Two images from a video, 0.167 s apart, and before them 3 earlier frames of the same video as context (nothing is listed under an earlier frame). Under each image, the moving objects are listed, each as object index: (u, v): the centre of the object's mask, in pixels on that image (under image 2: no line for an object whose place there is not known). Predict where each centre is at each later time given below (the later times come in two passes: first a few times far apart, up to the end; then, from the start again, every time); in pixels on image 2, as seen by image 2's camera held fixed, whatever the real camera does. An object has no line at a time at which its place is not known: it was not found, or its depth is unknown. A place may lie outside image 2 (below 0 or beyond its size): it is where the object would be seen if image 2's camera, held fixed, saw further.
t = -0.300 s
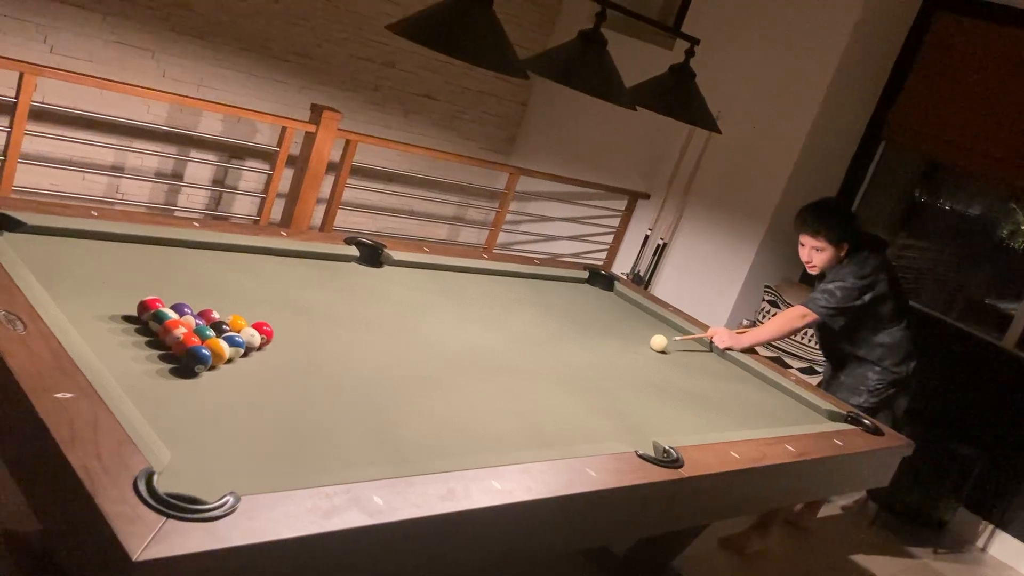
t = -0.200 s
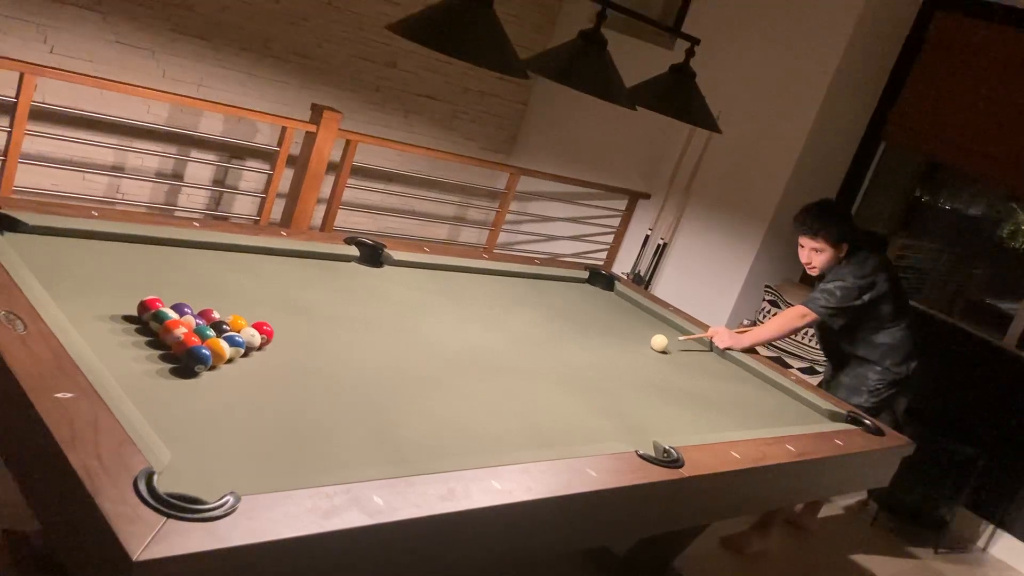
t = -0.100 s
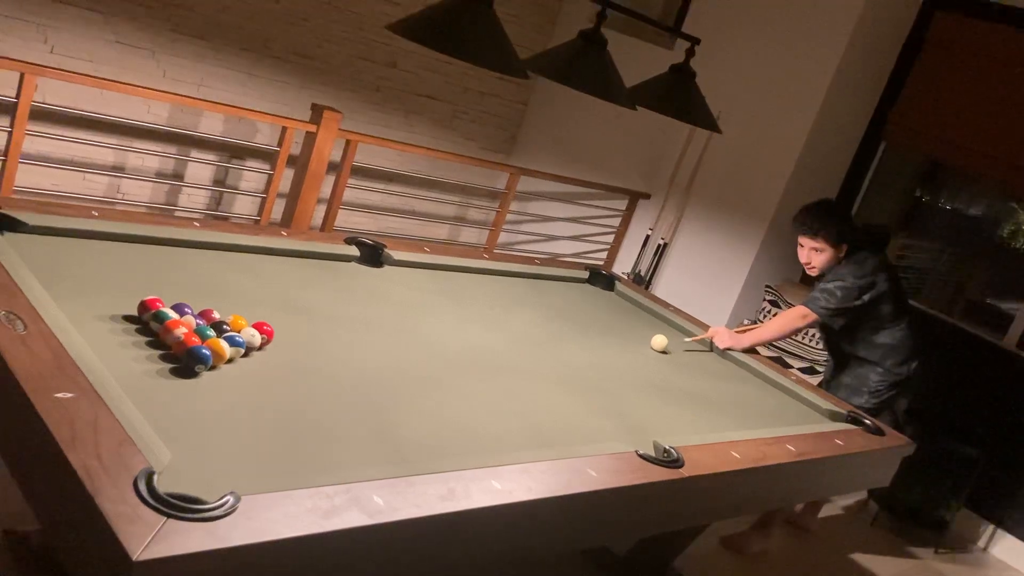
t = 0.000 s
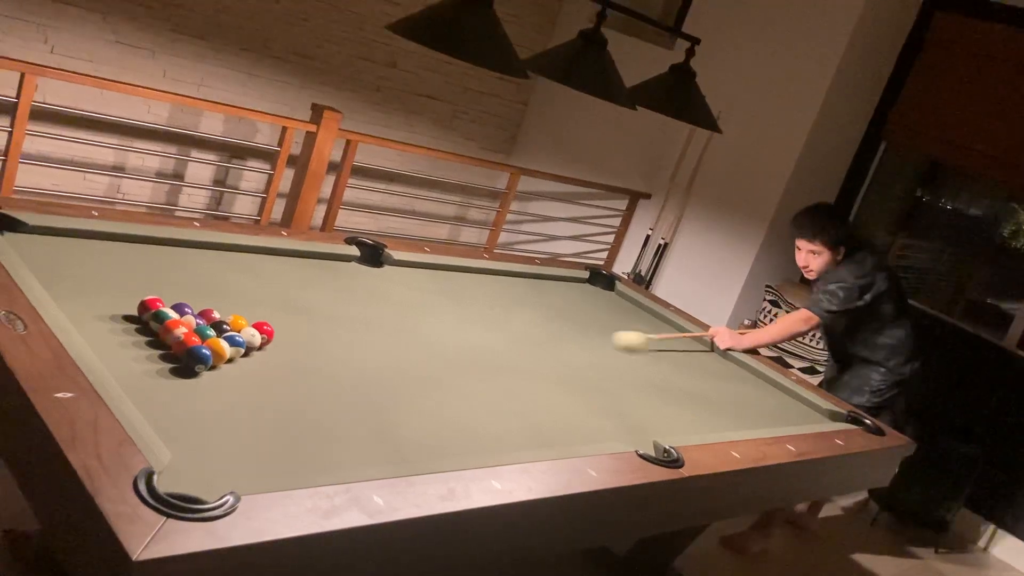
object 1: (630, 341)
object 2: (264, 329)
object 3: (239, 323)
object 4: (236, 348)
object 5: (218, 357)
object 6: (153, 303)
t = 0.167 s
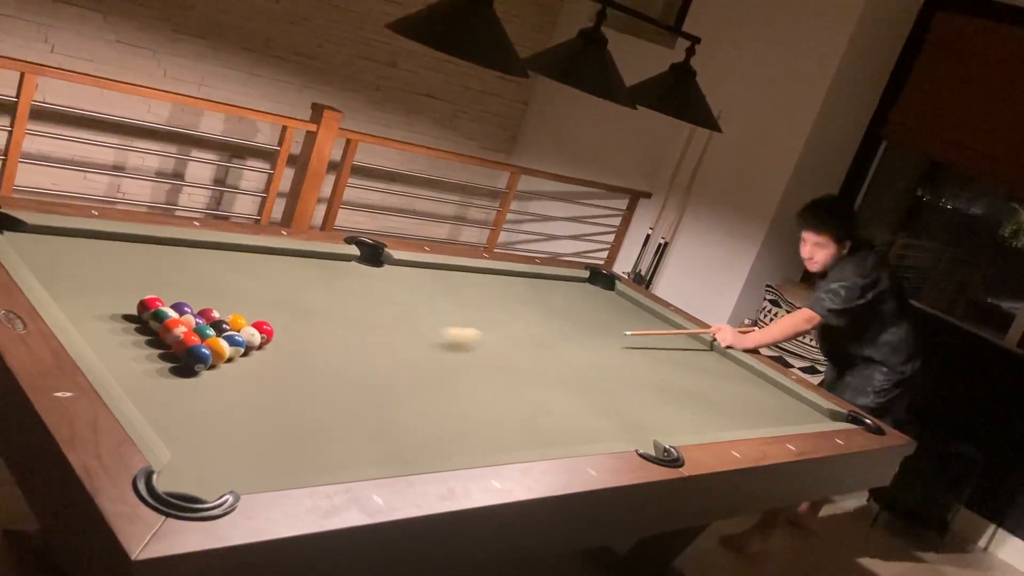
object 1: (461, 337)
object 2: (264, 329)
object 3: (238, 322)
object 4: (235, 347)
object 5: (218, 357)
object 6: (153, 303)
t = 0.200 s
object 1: (420, 336)
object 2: (264, 329)
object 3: (238, 322)
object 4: (235, 347)
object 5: (218, 357)
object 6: (153, 303)
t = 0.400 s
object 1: (310, 349)
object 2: (265, 328)
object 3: (234, 322)
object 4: (220, 354)
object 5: (244, 373)
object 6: (67, 283)
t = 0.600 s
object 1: (336, 371)
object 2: (272, 320)
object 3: (230, 320)
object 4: (231, 361)
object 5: (294, 398)
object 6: (169, 267)
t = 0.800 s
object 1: (339, 390)
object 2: (277, 316)
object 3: (223, 317)
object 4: (230, 359)
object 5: (344, 425)
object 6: (237, 257)
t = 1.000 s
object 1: (339, 409)
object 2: (282, 309)
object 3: (219, 316)
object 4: (237, 355)
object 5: (394, 451)
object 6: (298, 256)
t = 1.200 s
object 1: (339, 433)
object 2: (286, 304)
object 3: (216, 315)
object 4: (241, 357)
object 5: (417, 446)
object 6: (366, 269)
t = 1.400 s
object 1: (338, 455)
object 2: (290, 299)
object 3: (216, 315)
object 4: (246, 365)
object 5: (448, 437)
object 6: (427, 280)
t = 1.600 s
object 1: (319, 455)
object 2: (293, 295)
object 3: (215, 315)
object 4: (247, 364)
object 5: (475, 429)
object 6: (482, 290)
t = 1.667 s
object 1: (310, 454)
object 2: (294, 293)
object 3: (216, 315)
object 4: (247, 365)
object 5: (483, 427)
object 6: (500, 293)
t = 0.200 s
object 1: (420, 336)
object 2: (264, 329)
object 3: (238, 322)
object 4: (235, 347)
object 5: (218, 357)
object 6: (153, 303)
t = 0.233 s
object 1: (376, 335)
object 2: (264, 329)
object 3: (238, 322)
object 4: (235, 347)
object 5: (218, 357)
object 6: (153, 303)
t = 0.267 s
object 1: (330, 335)
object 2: (264, 329)
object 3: (238, 322)
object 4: (235, 347)
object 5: (218, 357)
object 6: (153, 303)
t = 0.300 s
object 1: (288, 336)
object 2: (264, 329)
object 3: (238, 322)
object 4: (236, 347)
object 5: (218, 358)
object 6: (151, 301)
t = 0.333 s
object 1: (295, 340)
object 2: (264, 326)
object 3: (236, 322)
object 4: (236, 344)
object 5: (223, 362)
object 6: (113, 297)
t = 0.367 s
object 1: (303, 345)
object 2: (265, 322)
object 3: (235, 322)
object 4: (235, 345)
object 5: (233, 368)
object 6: (69, 289)
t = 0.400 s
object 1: (310, 349)
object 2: (265, 328)
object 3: (234, 322)
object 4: (220, 354)
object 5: (244, 373)
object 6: (67, 283)
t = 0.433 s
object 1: (316, 353)
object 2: (266, 327)
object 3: (234, 322)
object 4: (227, 355)
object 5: (252, 378)
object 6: (87, 279)
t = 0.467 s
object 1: (322, 356)
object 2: (267, 326)
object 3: (234, 322)
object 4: (232, 355)
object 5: (261, 382)
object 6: (107, 276)
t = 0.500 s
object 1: (327, 360)
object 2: (268, 325)
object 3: (232, 321)
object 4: (233, 356)
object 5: (269, 386)
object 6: (124, 274)
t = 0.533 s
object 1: (330, 364)
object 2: (268, 324)
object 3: (232, 321)
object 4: (232, 358)
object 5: (277, 390)
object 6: (140, 272)
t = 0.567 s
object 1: (333, 367)
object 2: (270, 322)
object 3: (231, 320)
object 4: (232, 359)
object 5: (286, 395)
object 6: (156, 270)
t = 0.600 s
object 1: (336, 371)
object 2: (272, 320)
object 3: (230, 320)
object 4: (231, 361)
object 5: (294, 398)
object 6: (169, 267)
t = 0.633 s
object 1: (338, 374)
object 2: (272, 321)
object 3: (228, 318)
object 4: (227, 358)
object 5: (303, 403)
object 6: (181, 265)
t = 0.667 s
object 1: (339, 377)
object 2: (273, 320)
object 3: (226, 318)
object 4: (227, 358)
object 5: (311, 407)
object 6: (194, 263)
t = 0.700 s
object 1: (339, 380)
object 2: (274, 318)
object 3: (225, 318)
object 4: (227, 358)
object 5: (319, 412)
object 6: (204, 262)
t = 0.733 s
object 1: (339, 384)
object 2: (276, 317)
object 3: (224, 317)
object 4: (227, 357)
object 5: (328, 417)
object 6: (216, 260)
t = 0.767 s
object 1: (339, 387)
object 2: (276, 317)
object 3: (223, 317)
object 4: (229, 360)
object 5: (336, 420)
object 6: (226, 259)
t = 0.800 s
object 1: (339, 390)
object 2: (277, 316)
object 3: (223, 317)
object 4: (230, 359)
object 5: (344, 425)
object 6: (237, 257)
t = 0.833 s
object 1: (339, 394)
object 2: (278, 314)
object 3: (222, 317)
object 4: (230, 356)
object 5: (352, 429)
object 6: (245, 255)
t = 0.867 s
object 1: (339, 398)
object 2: (279, 312)
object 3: (221, 317)
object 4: (232, 354)
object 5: (361, 434)
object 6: (255, 253)
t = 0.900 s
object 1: (339, 401)
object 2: (280, 312)
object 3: (221, 316)
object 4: (234, 353)
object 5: (369, 433)
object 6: (265, 252)
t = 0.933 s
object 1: (339, 404)
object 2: (280, 309)
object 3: (220, 316)
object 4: (234, 354)
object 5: (378, 438)
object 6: (273, 252)
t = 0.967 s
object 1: (339, 407)
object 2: (282, 310)
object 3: (220, 316)
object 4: (235, 354)
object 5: (386, 442)
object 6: (286, 253)
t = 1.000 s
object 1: (339, 409)
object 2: (282, 309)
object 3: (219, 316)
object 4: (237, 355)
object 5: (394, 451)
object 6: (298, 256)
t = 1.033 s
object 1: (339, 412)
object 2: (283, 308)
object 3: (218, 316)
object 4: (239, 355)
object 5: (402, 450)
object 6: (311, 259)
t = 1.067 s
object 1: (338, 417)
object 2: (284, 307)
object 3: (218, 316)
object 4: (241, 355)
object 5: (410, 452)
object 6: (322, 261)
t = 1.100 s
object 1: (339, 422)
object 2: (284, 307)
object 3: (217, 315)
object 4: (244, 357)
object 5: (411, 451)
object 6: (334, 263)
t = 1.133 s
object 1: (339, 425)
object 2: (285, 306)
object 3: (217, 315)
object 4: (244, 357)
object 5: (409, 449)
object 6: (345, 265)
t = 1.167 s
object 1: (339, 429)
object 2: (286, 305)
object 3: (216, 315)
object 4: (245, 357)
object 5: (411, 447)
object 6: (356, 268)
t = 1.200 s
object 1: (339, 433)
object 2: (286, 304)
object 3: (216, 315)
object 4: (241, 357)
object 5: (417, 446)
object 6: (366, 269)
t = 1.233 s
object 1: (339, 437)
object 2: (287, 303)
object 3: (216, 315)
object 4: (242, 359)
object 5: (424, 445)
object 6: (377, 271)
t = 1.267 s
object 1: (339, 440)
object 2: (288, 302)
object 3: (215, 315)
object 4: (243, 361)
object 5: (429, 443)
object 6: (387, 273)
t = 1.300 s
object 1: (339, 444)
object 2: (289, 301)
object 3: (215, 315)
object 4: (244, 360)
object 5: (434, 442)
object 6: (398, 276)
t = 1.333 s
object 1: (339, 448)
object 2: (289, 300)
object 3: (215, 315)
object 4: (245, 360)
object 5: (439, 441)
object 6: (408, 277)
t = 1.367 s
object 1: (339, 452)
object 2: (290, 299)
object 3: (215, 315)
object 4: (246, 365)
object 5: (444, 440)
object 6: (417, 278)
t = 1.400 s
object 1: (338, 455)
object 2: (290, 299)
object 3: (216, 315)
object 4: (246, 365)
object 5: (448, 437)
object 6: (427, 280)
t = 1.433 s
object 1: (338, 457)
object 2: (291, 298)
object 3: (215, 315)
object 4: (246, 365)
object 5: (454, 436)
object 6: (436, 282)
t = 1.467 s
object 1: (337, 459)
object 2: (291, 297)
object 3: (215, 315)
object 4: (247, 365)
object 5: (457, 436)
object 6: (446, 283)
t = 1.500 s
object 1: (332, 458)
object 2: (292, 297)
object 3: (215, 315)
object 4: (247, 365)
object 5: (462, 433)
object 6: (455, 285)
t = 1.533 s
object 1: (328, 457)
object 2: (292, 296)
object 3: (215, 315)
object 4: (247, 365)
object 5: (467, 432)
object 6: (464, 287)
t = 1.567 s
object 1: (323, 456)
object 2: (293, 295)
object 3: (215, 315)
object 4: (247, 365)
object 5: (471, 430)
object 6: (472, 288)
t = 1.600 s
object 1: (319, 455)
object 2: (293, 295)
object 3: (215, 315)
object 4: (247, 364)
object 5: (475, 429)
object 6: (482, 290)
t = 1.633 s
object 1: (314, 454)
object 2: (294, 294)
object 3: (215, 315)
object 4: (247, 366)
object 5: (479, 428)
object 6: (490, 291)
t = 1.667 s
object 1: (310, 454)
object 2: (294, 293)
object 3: (216, 315)
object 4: (247, 365)
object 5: (483, 427)
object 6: (500, 293)
